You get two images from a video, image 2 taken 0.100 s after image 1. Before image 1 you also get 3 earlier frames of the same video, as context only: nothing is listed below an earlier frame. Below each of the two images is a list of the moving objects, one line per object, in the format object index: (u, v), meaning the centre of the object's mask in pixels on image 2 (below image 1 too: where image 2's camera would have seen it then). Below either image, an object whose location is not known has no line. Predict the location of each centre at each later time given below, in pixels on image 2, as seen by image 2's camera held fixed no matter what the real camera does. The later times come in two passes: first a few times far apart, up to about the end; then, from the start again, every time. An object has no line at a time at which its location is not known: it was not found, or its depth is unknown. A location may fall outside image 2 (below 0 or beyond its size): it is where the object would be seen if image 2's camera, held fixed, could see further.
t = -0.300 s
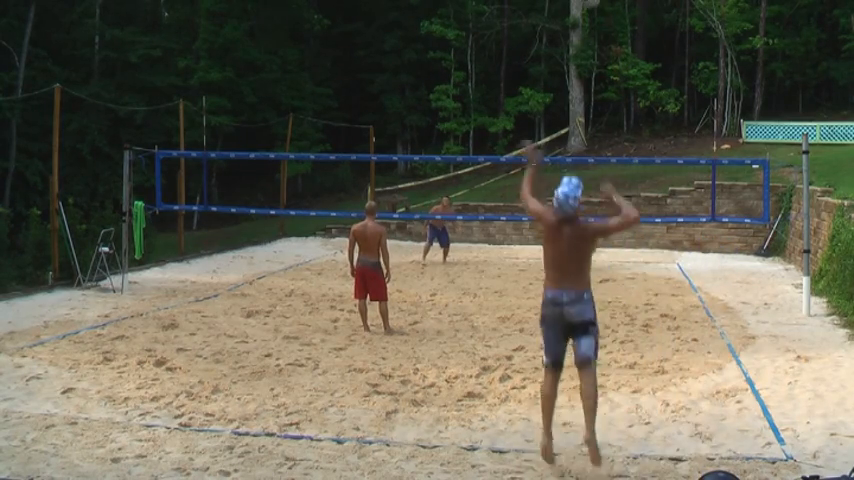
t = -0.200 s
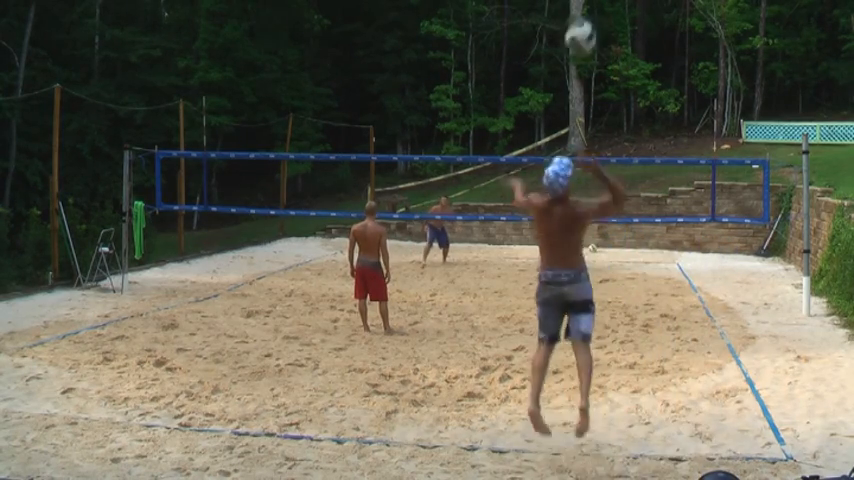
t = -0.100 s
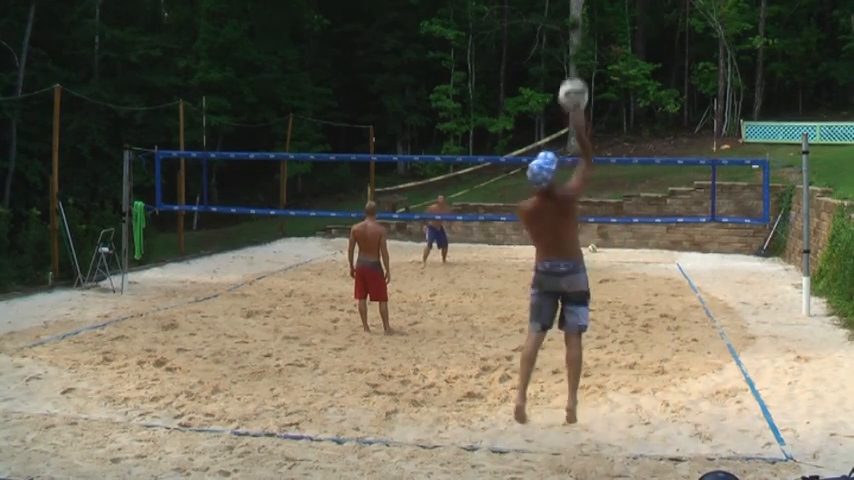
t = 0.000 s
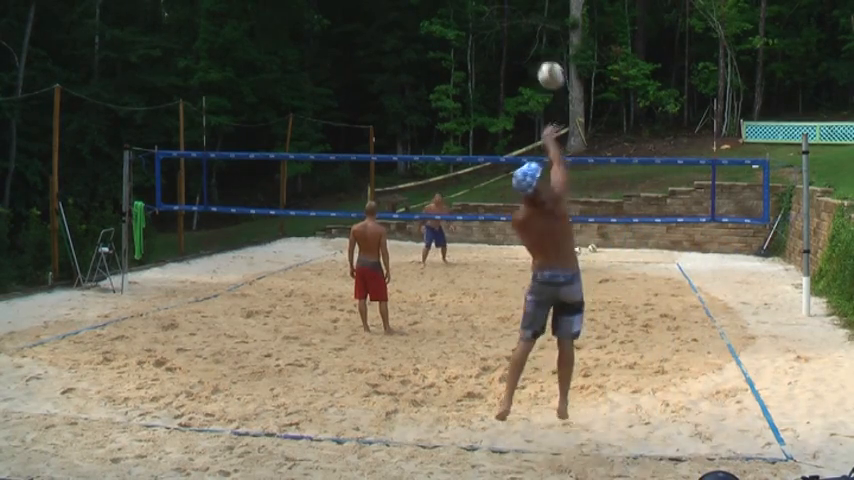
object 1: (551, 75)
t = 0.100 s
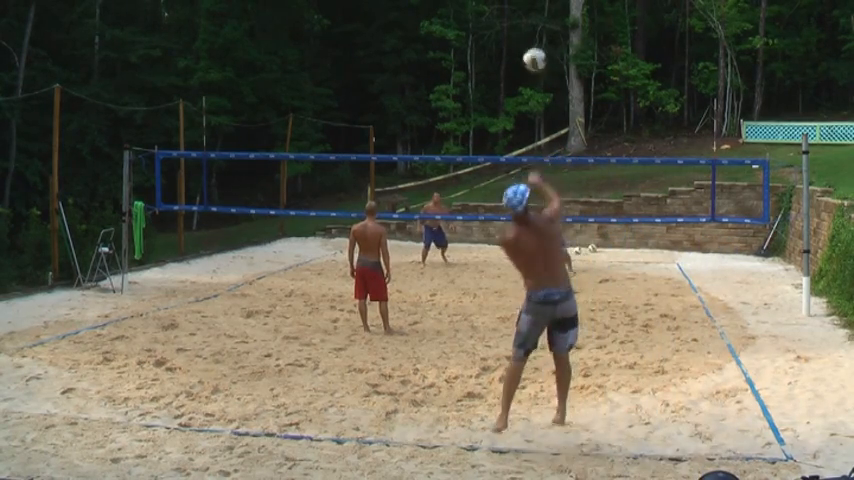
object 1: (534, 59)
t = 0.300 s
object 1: (511, 66)
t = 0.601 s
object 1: (489, 121)
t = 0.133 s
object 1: (530, 57)
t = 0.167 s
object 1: (526, 57)
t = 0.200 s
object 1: (522, 58)
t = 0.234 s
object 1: (518, 60)
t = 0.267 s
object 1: (514, 63)
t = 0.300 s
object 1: (511, 66)
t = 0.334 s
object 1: (509, 70)
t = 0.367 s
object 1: (506, 75)
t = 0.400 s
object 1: (503, 80)
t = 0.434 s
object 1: (500, 86)
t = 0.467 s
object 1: (498, 93)
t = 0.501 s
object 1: (495, 99)
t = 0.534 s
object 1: (493, 107)
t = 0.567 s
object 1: (491, 113)
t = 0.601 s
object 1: (489, 121)
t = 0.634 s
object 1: (488, 130)
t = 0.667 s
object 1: (485, 137)
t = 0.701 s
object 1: (483, 147)
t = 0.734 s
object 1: (482, 153)
